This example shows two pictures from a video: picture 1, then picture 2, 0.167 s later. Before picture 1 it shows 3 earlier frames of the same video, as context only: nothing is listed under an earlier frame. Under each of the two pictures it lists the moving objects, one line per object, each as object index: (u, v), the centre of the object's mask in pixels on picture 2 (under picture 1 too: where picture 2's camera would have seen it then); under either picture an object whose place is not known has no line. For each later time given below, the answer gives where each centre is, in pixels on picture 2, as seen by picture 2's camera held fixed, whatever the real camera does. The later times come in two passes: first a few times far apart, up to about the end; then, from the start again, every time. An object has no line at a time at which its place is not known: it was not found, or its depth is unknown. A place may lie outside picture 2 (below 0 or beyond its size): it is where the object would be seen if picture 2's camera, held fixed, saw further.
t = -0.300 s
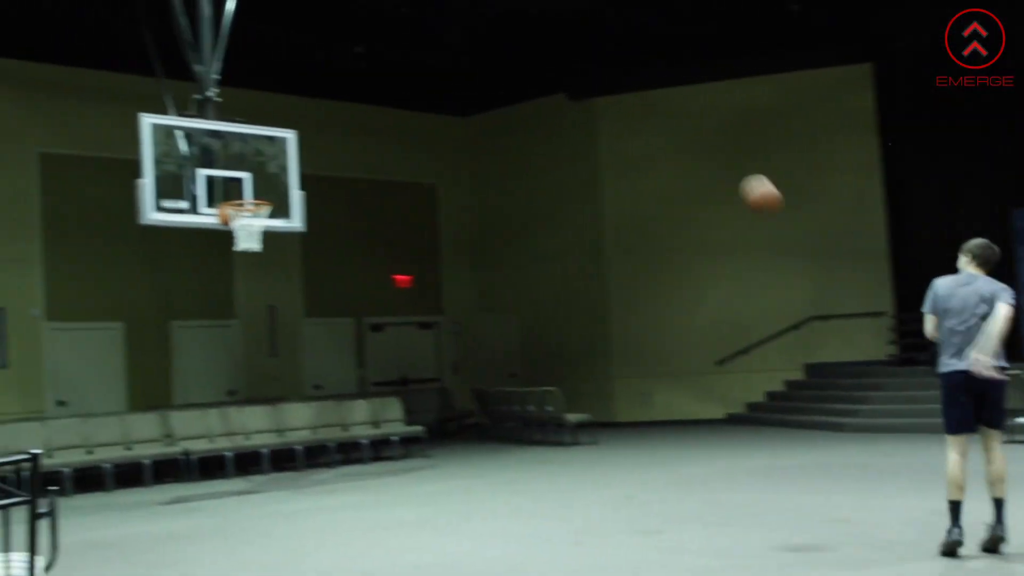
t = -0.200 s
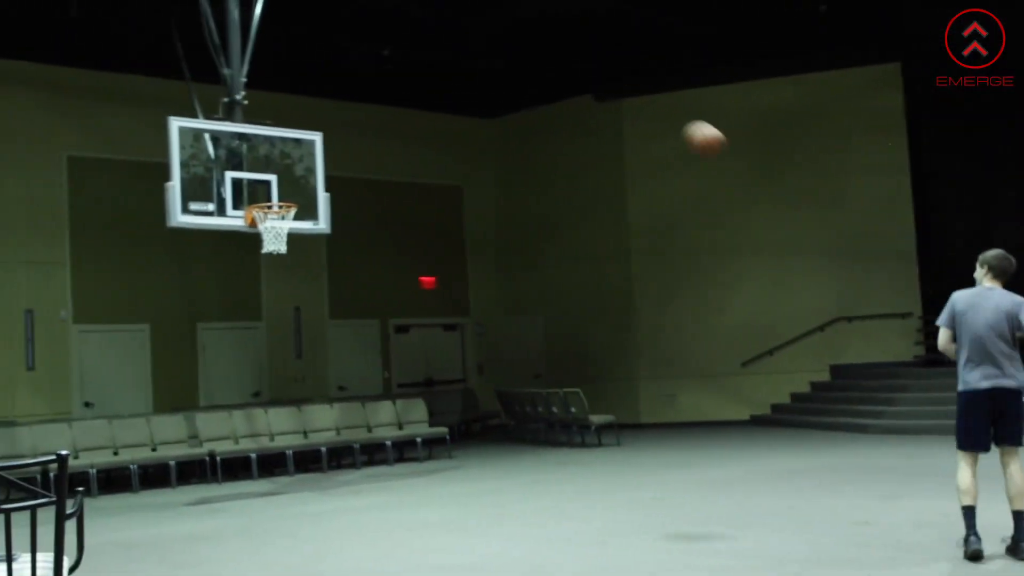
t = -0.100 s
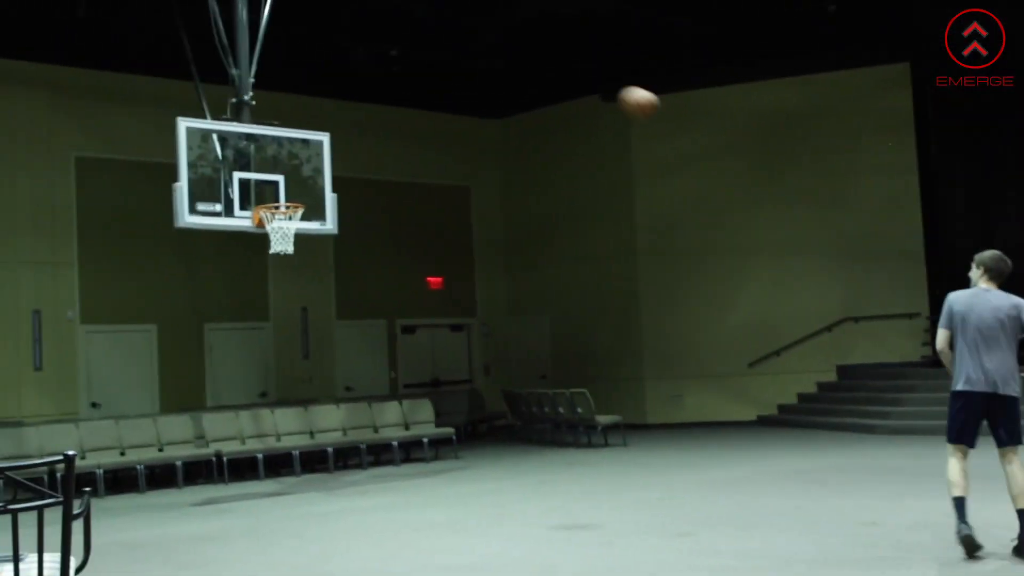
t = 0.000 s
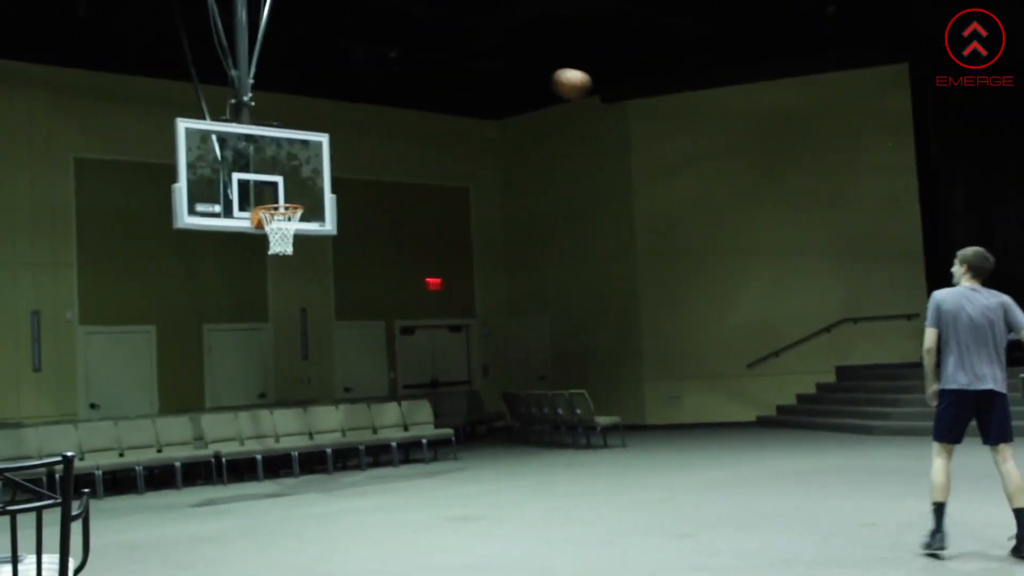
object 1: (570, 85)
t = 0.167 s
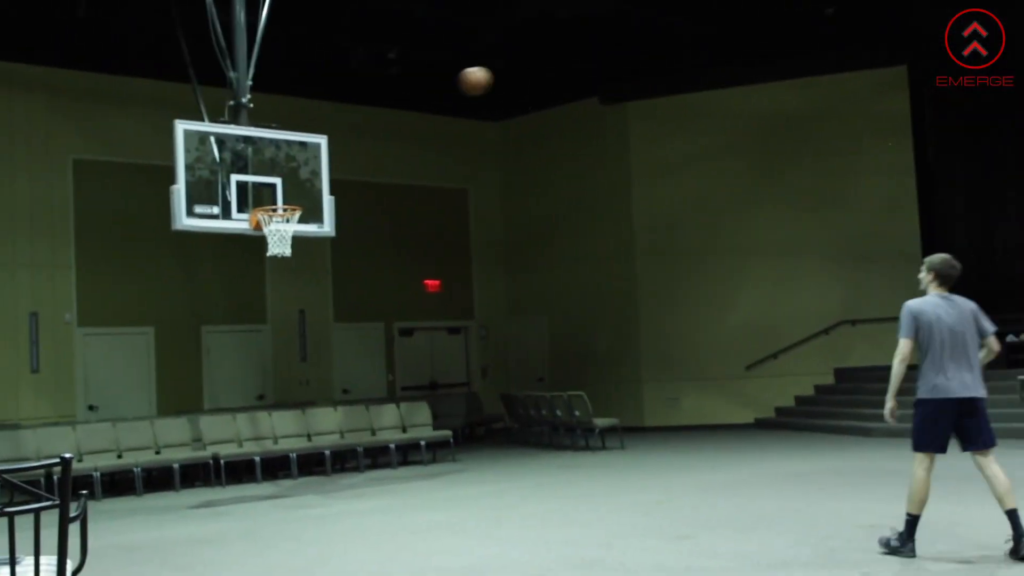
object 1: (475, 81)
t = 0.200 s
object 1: (459, 84)
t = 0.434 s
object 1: (354, 132)
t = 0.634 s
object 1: (283, 203)
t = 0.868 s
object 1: (289, 238)
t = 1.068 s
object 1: (314, 276)
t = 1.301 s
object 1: (346, 372)
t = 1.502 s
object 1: (373, 489)
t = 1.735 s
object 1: (380, 390)
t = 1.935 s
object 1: (387, 348)
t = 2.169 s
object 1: (396, 344)
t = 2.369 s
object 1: (408, 378)
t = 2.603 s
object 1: (420, 464)
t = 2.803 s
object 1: (427, 426)
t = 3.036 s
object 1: (436, 393)
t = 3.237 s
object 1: (445, 400)
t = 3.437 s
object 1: (455, 441)
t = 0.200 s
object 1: (459, 84)
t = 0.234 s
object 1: (442, 88)
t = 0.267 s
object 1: (426, 93)
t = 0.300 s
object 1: (411, 98)
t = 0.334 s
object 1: (396, 104)
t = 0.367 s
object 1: (381, 113)
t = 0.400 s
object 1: (367, 122)
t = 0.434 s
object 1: (354, 132)
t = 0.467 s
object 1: (342, 143)
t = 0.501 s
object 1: (329, 155)
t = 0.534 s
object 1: (314, 169)
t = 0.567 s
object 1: (303, 181)
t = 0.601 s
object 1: (294, 194)
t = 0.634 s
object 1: (283, 203)
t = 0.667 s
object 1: (274, 210)
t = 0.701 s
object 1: (268, 219)
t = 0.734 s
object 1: (270, 220)
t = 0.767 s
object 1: (275, 221)
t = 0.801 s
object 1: (280, 224)
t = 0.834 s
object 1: (282, 225)
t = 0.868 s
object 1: (289, 238)
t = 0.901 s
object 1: (294, 243)
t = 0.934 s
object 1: (298, 246)
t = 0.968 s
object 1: (301, 251)
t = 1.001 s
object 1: (306, 258)
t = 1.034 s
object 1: (310, 267)
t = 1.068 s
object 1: (314, 276)
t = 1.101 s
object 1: (318, 287)
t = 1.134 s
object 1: (323, 299)
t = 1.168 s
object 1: (328, 311)
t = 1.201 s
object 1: (332, 324)
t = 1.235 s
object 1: (337, 338)
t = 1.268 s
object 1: (342, 354)
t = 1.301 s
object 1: (346, 372)
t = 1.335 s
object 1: (351, 390)
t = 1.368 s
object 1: (355, 409)
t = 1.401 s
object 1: (360, 429)
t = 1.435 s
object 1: (365, 451)
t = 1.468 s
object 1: (370, 472)
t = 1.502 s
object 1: (373, 489)
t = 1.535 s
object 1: (374, 472)
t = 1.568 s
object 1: (375, 456)
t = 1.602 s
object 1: (376, 442)
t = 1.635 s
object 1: (377, 426)
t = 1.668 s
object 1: (378, 413)
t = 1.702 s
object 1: (379, 401)
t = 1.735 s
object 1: (380, 390)
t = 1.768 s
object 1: (381, 380)
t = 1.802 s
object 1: (382, 371)
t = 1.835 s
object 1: (383, 364)
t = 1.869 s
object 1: (384, 357)
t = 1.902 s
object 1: (386, 352)
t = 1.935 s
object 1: (387, 348)
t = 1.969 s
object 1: (388, 344)
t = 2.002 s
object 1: (389, 342)
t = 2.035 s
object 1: (390, 340)
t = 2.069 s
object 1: (392, 340)
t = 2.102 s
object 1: (393, 340)
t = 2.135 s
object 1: (395, 342)
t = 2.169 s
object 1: (396, 344)
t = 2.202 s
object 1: (398, 347)
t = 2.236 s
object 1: (399, 351)
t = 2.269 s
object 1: (401, 356)
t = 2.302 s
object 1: (405, 363)
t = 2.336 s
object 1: (407, 370)
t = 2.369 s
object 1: (408, 378)
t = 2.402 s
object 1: (409, 388)
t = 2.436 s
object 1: (411, 399)
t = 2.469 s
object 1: (412, 409)
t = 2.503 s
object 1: (415, 421)
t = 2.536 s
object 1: (417, 436)
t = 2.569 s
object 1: (419, 450)
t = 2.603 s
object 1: (420, 464)
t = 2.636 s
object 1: (422, 479)
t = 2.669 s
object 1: (423, 467)
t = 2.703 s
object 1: (425, 455)
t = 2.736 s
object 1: (426, 445)
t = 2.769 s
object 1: (427, 436)
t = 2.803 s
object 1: (427, 426)
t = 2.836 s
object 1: (429, 418)
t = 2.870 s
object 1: (430, 412)
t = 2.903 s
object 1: (431, 406)
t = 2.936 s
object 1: (432, 401)
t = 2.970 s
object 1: (433, 398)
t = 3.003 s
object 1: (434, 395)
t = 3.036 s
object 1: (436, 393)
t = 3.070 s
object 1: (437, 392)
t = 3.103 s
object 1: (439, 392)
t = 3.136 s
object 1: (440, 393)
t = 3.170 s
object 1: (442, 395)
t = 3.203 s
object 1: (443, 397)
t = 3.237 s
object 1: (445, 400)
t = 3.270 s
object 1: (446, 405)
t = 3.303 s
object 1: (448, 410)
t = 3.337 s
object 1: (450, 417)
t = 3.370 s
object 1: (452, 424)
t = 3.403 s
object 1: (454, 432)
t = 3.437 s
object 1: (455, 441)
